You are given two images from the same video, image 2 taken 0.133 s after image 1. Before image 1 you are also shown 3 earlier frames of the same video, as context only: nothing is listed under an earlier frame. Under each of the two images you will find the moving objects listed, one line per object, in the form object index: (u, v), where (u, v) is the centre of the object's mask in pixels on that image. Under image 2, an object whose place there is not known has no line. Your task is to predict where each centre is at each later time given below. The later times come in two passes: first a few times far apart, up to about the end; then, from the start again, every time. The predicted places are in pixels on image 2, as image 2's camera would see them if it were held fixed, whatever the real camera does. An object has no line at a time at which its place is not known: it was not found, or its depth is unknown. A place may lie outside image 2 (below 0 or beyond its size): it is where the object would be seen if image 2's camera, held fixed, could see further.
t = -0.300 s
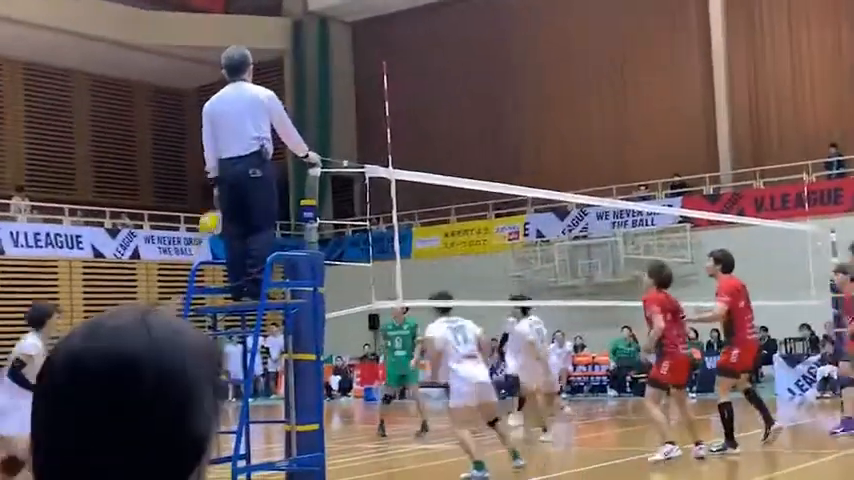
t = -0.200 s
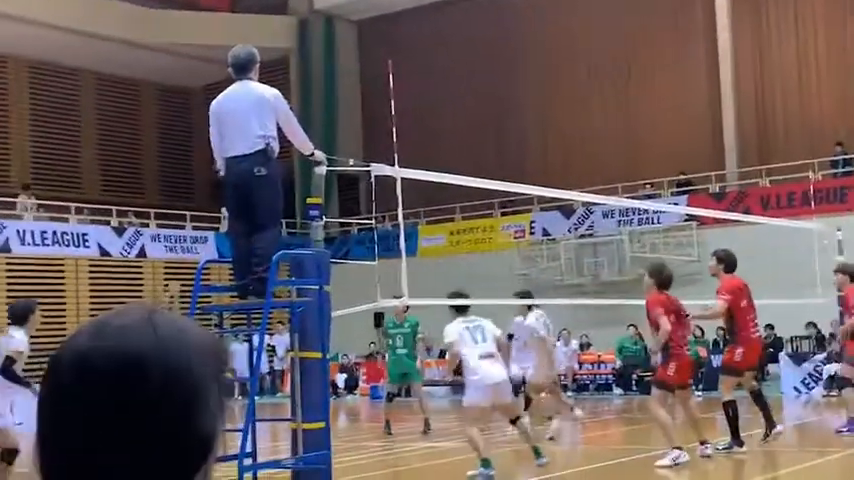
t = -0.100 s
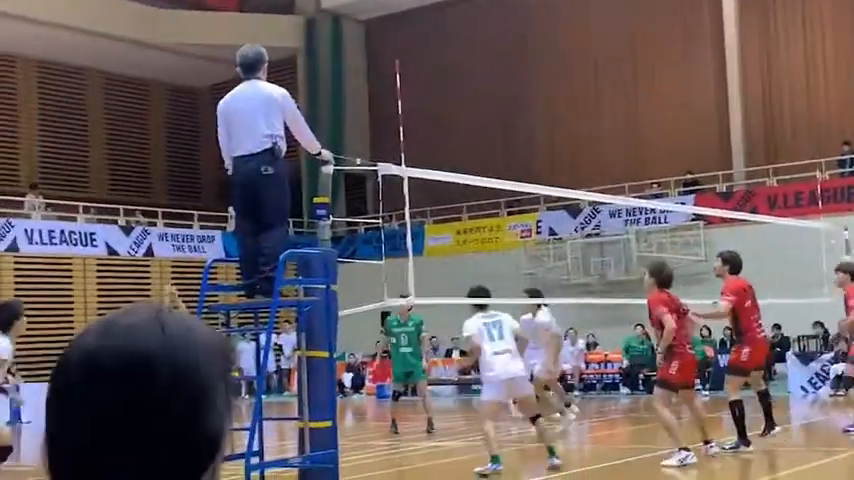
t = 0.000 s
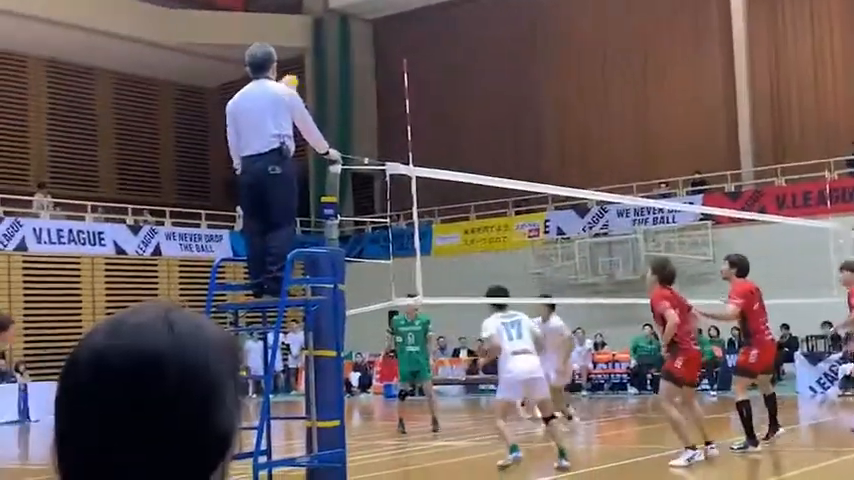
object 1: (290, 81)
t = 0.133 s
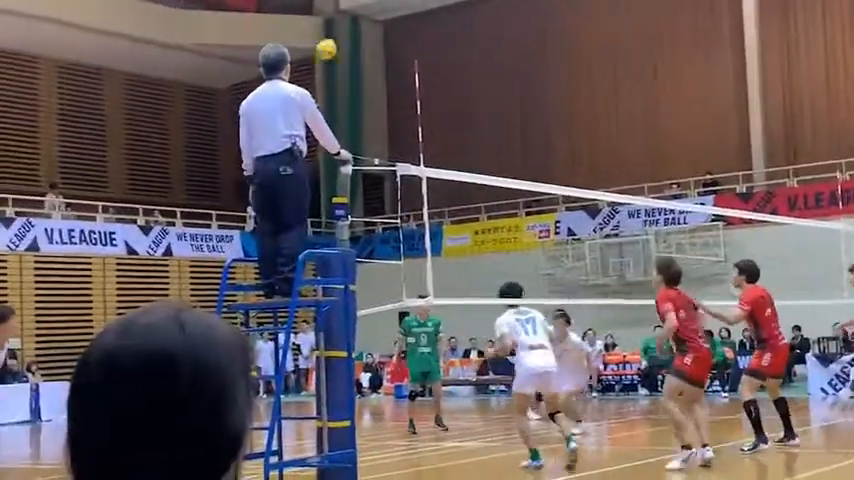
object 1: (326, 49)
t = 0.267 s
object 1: (354, 27)
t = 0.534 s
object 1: (413, 27)
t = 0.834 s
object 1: (486, 108)
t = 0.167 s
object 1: (333, 42)
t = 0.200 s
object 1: (339, 36)
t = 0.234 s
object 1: (346, 31)
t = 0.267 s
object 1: (354, 27)
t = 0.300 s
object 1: (361, 24)
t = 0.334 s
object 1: (368, 21)
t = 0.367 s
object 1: (375, 20)
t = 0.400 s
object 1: (382, 19)
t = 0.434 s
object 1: (391, 20)
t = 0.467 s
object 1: (398, 21)
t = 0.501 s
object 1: (406, 23)
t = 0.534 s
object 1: (413, 27)
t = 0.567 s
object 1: (421, 32)
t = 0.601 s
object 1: (428, 37)
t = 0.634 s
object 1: (436, 44)
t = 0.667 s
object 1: (445, 52)
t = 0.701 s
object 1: (452, 61)
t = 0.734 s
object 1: (461, 71)
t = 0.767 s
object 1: (469, 83)
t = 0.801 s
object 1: (477, 95)
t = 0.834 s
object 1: (486, 108)
